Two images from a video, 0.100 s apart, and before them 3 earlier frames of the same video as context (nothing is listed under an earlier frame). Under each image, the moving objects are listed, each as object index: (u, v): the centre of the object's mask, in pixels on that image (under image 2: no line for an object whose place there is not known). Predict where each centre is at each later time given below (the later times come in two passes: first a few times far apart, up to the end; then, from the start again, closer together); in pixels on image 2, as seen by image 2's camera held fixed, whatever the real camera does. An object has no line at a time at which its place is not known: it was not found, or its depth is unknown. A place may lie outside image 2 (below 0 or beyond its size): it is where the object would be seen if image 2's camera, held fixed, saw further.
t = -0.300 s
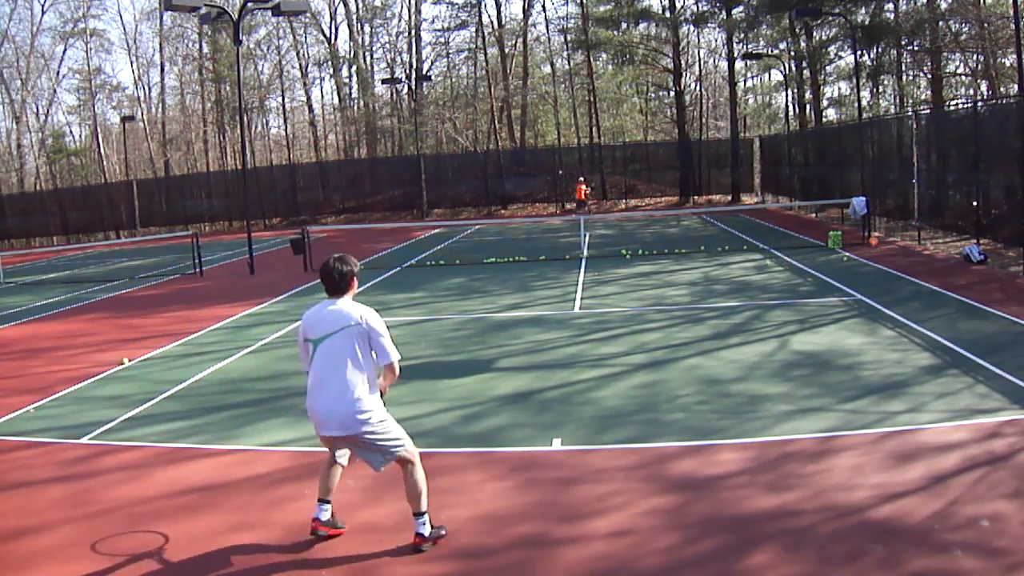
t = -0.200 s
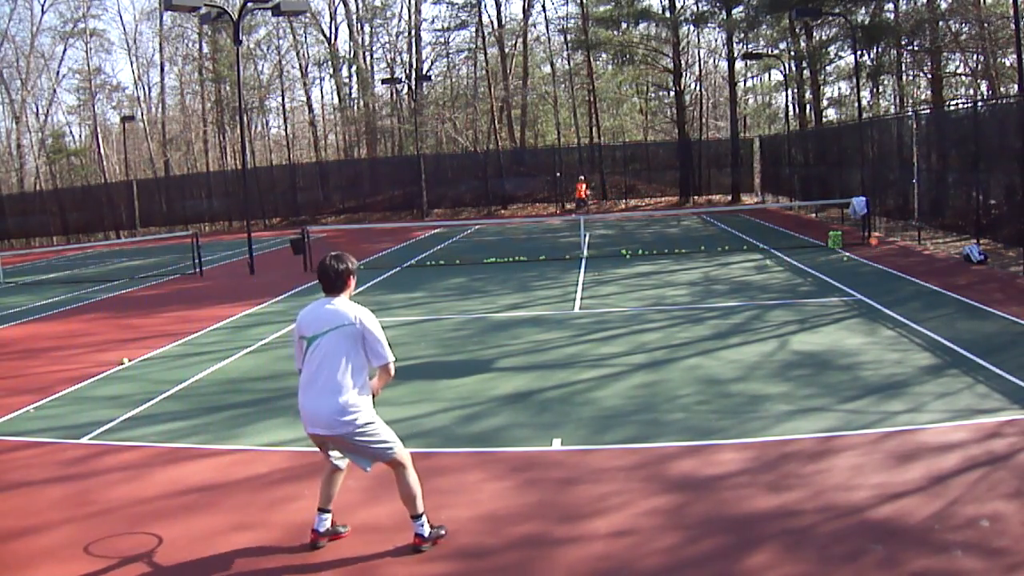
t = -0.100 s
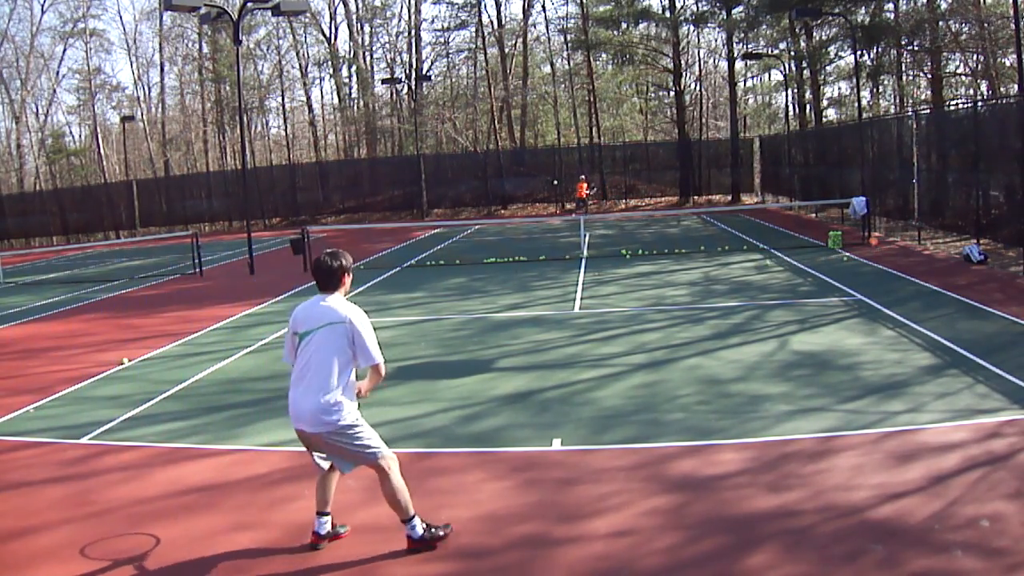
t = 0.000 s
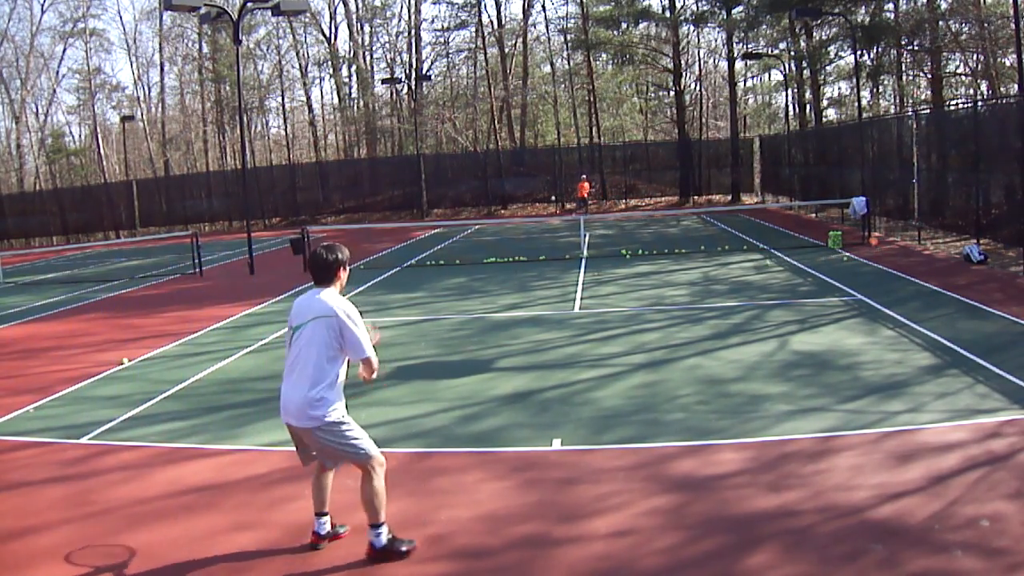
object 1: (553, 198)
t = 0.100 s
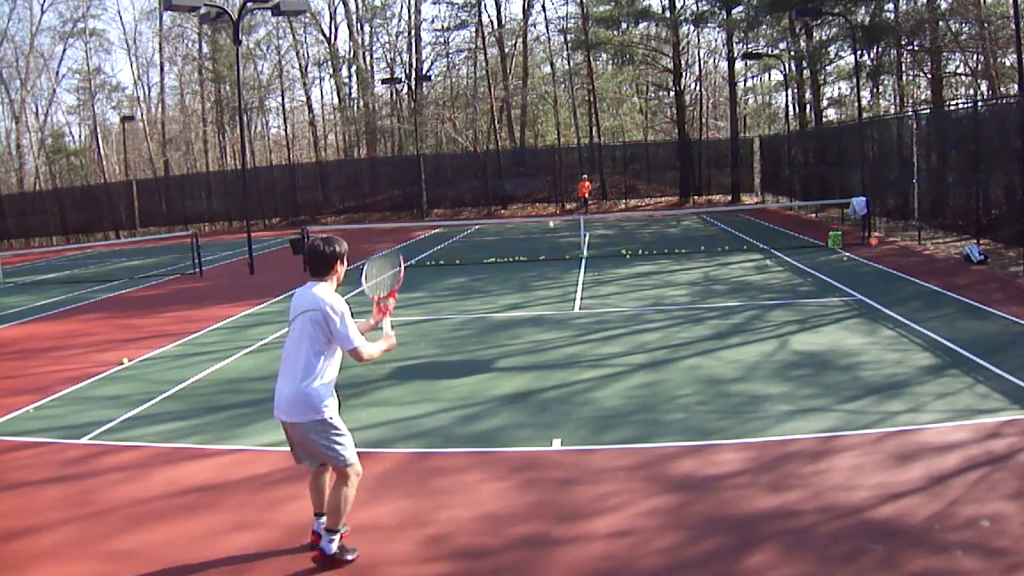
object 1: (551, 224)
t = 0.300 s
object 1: (546, 326)
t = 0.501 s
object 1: (532, 298)
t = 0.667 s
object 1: (515, 292)
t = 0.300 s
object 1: (546, 326)
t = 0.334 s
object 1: (543, 327)
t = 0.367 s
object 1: (541, 321)
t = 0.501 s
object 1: (532, 298)
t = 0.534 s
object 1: (529, 293)
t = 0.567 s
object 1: (525, 291)
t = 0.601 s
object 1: (522, 290)
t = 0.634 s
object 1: (519, 290)
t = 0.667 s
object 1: (515, 292)
